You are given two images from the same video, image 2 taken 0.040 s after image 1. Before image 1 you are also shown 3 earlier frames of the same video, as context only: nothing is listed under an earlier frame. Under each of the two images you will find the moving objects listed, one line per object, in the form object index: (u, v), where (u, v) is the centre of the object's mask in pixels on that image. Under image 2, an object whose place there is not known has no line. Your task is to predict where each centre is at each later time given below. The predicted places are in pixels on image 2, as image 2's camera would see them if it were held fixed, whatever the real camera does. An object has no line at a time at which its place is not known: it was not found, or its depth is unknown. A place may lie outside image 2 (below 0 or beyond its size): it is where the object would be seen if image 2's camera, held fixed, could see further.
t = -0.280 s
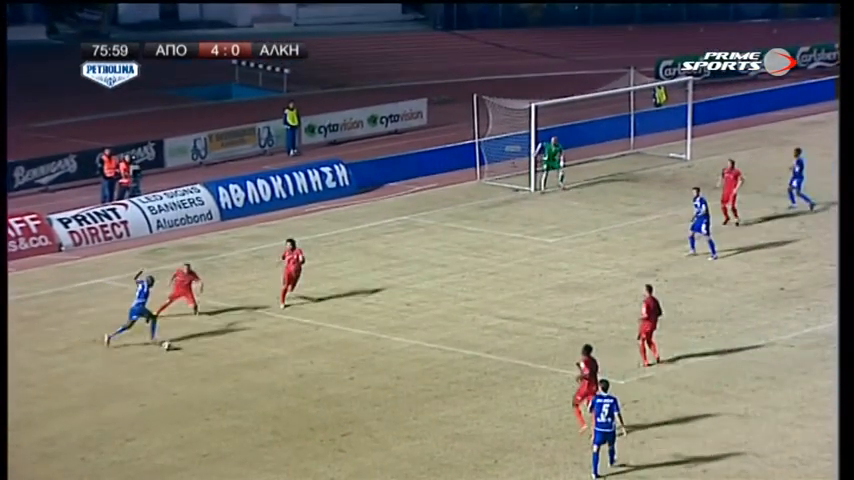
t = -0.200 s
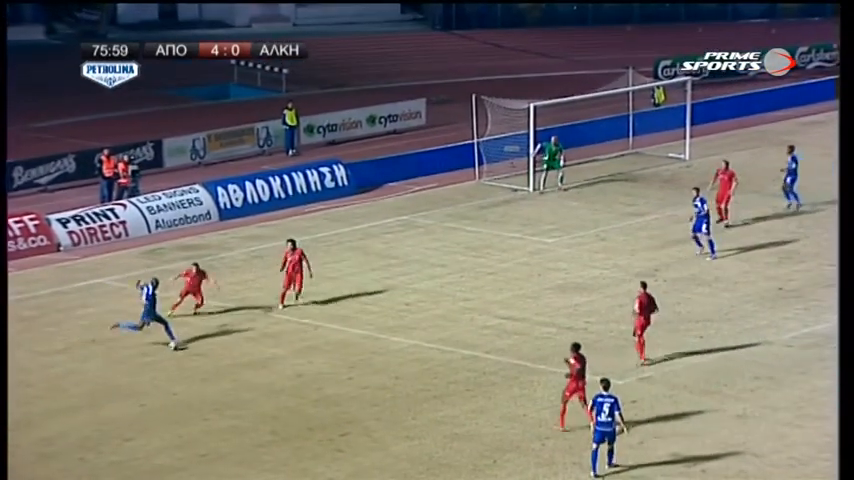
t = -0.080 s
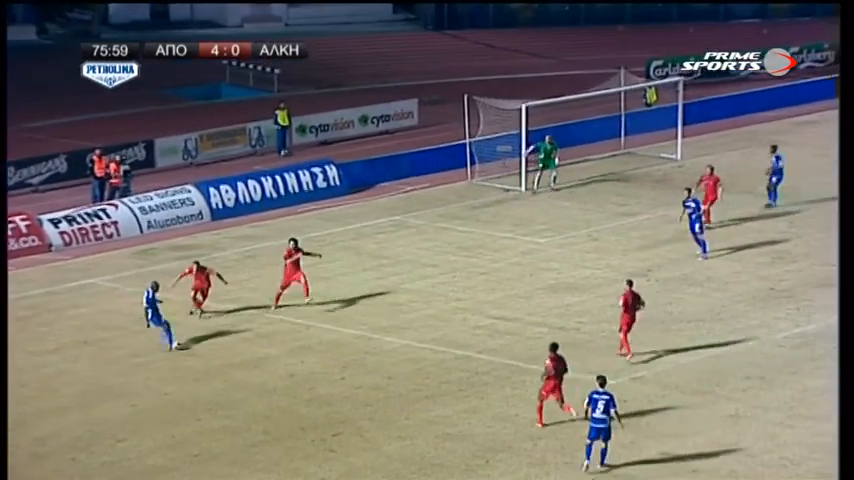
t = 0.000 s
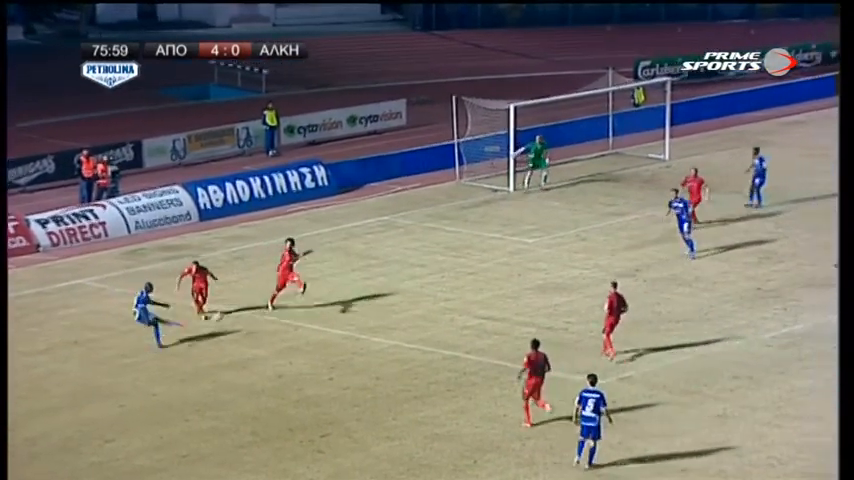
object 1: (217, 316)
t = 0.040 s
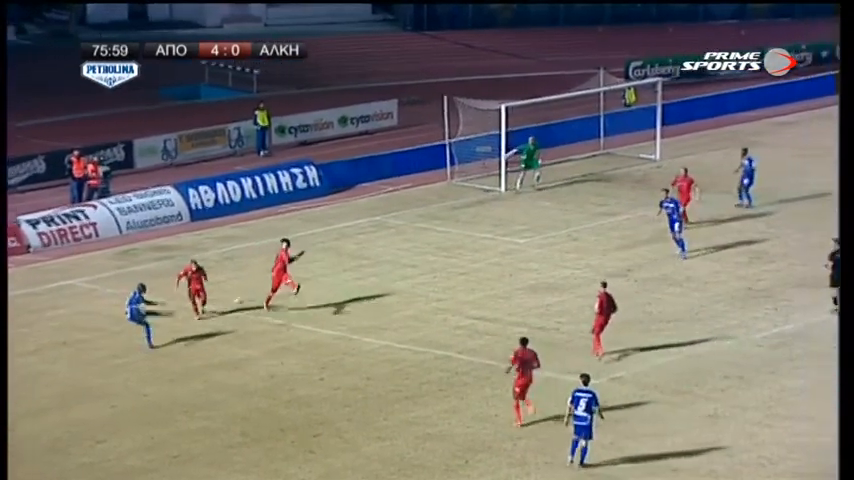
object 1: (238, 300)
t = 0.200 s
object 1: (342, 247)
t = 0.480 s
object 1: (479, 190)
